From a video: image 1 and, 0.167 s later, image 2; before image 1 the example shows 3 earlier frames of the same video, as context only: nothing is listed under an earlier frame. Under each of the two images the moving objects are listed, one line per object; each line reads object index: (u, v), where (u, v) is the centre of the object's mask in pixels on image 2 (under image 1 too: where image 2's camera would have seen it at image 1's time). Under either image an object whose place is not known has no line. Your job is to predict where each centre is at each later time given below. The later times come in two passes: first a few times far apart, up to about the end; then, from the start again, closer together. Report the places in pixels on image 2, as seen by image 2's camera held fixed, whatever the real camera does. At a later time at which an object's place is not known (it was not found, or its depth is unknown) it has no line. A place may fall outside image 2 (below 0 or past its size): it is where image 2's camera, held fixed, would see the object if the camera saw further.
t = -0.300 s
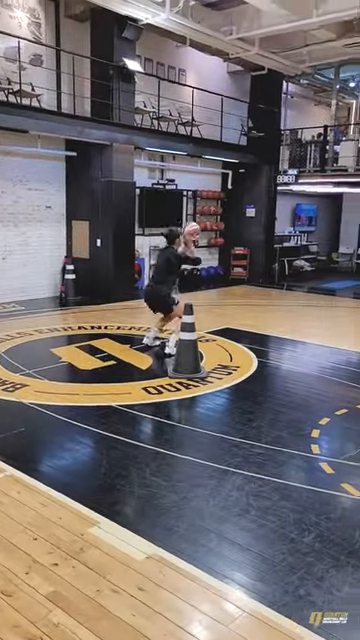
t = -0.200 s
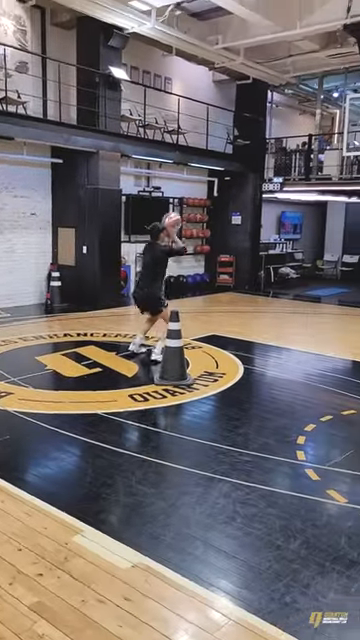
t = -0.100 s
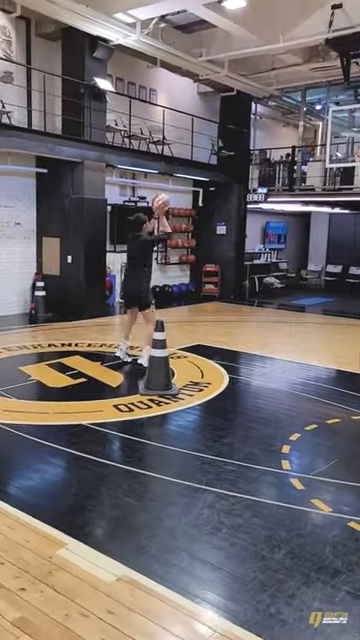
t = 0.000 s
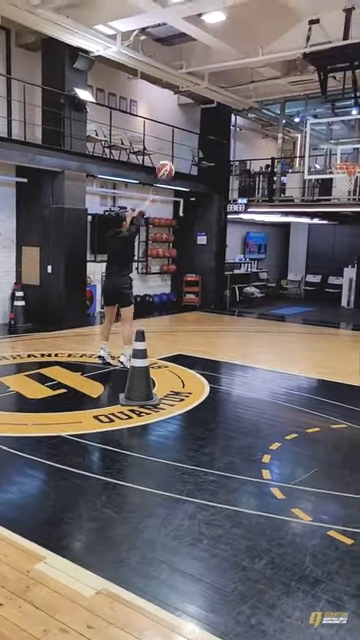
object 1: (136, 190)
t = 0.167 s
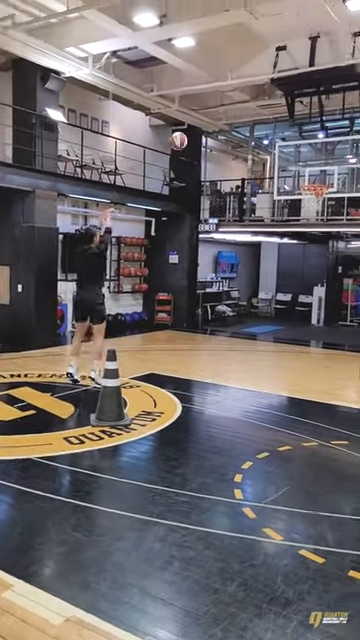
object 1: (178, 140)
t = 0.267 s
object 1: (200, 123)
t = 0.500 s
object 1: (243, 114)
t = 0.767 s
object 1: (283, 145)
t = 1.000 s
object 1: (307, 174)
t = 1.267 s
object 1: (319, 165)
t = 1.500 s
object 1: (317, 175)
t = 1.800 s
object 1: (313, 202)
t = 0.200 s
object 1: (186, 134)
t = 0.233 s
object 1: (193, 128)
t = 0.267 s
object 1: (200, 123)
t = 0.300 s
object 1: (207, 119)
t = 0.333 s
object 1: (214, 117)
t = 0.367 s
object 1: (220, 115)
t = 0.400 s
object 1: (226, 114)
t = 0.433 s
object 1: (232, 114)
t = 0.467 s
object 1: (238, 114)
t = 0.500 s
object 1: (243, 114)
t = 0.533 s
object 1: (249, 116)
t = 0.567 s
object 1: (254, 118)
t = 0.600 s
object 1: (260, 121)
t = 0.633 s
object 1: (264, 125)
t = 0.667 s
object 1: (270, 129)
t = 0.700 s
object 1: (275, 134)
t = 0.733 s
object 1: (279, 139)
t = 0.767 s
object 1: (283, 145)
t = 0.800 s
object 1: (289, 151)
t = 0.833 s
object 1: (292, 157)
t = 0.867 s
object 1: (295, 164)
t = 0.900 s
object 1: (299, 172)
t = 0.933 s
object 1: (302, 178)
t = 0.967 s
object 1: (305, 177)
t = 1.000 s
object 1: (307, 174)
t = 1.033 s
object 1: (309, 170)
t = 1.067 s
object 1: (311, 168)
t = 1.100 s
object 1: (314, 167)
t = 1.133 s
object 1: (316, 166)
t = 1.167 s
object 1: (318, 166)
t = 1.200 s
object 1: (319, 166)
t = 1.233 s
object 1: (320, 167)
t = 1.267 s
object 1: (319, 165)
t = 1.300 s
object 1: (319, 165)
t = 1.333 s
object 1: (319, 166)
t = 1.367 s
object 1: (319, 167)
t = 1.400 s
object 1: (318, 167)
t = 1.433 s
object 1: (318, 169)
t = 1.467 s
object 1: (318, 172)
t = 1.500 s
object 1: (317, 175)
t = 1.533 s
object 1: (317, 179)
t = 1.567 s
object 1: (317, 180)
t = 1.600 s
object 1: (314, 182)
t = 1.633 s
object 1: (313, 183)
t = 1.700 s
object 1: (309, 190)
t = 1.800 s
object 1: (313, 202)
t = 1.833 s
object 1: (314, 204)
